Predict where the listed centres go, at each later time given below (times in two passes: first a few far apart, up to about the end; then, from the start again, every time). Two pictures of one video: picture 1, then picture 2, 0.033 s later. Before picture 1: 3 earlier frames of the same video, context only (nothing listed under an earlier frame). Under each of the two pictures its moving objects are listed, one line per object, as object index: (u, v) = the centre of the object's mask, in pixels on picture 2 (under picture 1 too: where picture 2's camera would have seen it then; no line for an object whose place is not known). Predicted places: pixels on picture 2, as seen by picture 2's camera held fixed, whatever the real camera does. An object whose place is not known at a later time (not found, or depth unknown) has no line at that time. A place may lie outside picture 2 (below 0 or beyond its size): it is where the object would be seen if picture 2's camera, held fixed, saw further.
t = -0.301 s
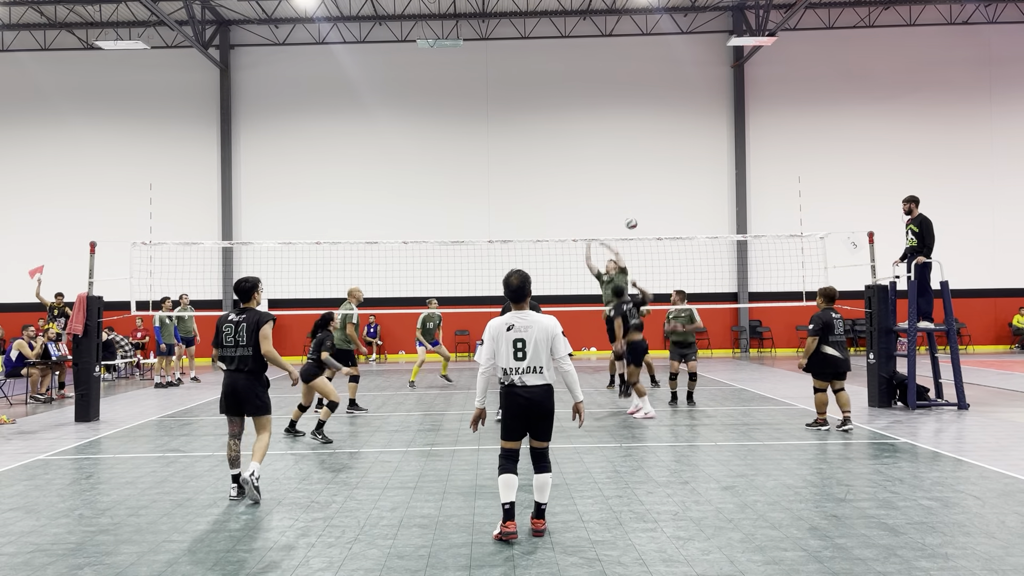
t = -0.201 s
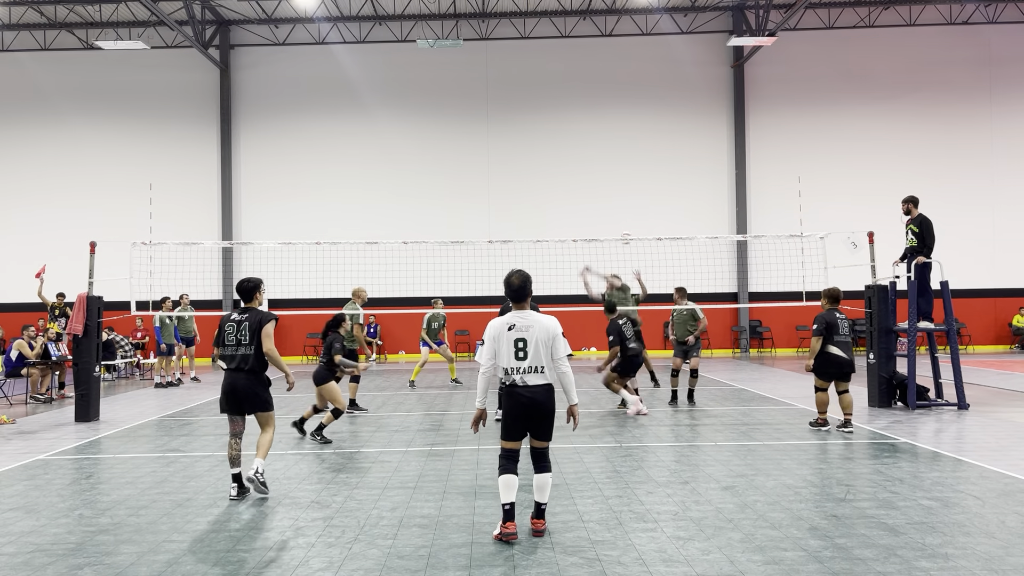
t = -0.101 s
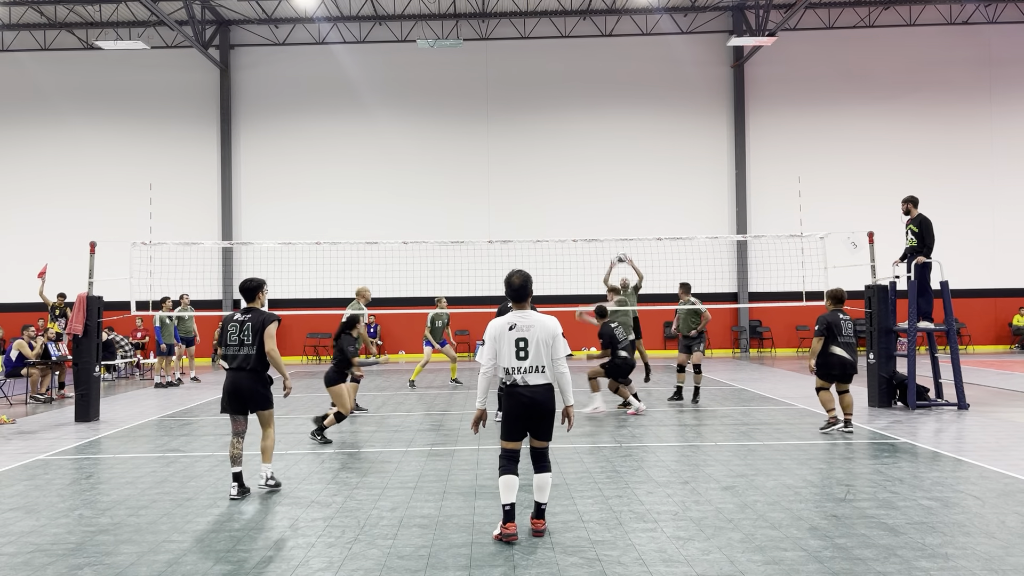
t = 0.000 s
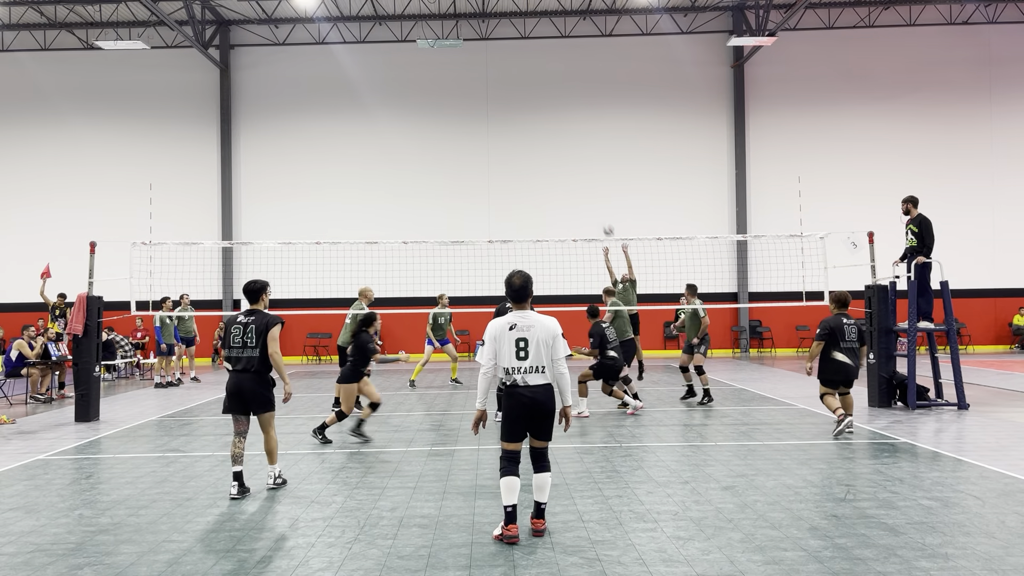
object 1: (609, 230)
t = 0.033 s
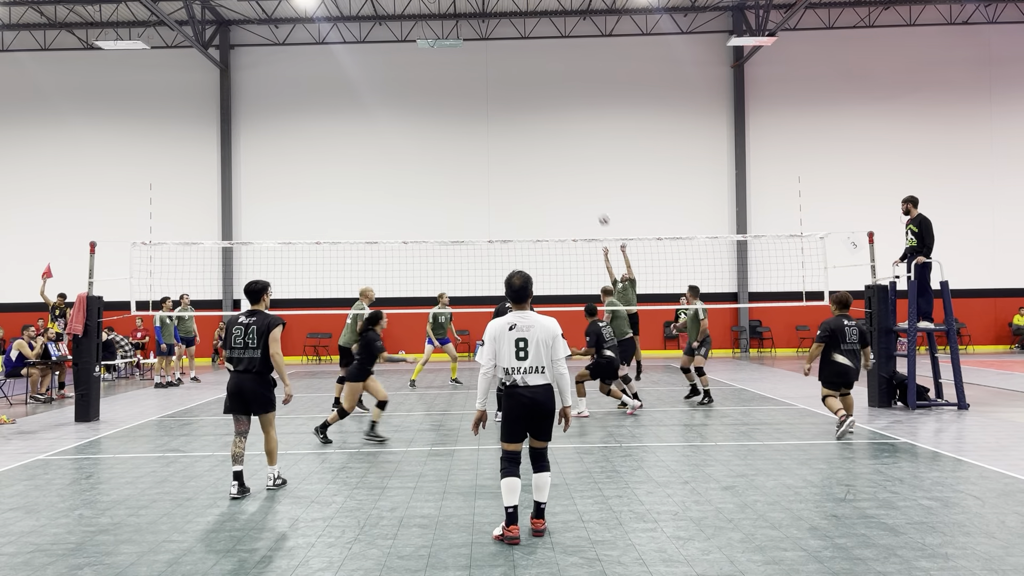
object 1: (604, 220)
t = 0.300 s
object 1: (567, 153)
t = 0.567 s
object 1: (532, 128)
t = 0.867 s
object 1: (494, 148)
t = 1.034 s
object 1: (473, 182)
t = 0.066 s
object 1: (599, 209)
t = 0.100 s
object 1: (595, 199)
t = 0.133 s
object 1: (590, 189)
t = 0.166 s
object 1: (586, 181)
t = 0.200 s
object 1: (582, 173)
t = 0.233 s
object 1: (577, 166)
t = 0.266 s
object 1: (572, 160)
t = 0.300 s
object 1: (567, 153)
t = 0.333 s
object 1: (563, 148)
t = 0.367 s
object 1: (558, 143)
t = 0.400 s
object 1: (554, 139)
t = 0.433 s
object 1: (550, 136)
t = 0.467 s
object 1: (545, 133)
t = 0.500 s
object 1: (541, 131)
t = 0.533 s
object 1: (536, 129)
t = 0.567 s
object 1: (532, 128)
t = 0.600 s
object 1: (528, 128)
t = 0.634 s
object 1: (524, 128)
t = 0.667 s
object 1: (520, 130)
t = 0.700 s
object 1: (515, 131)
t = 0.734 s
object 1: (511, 134)
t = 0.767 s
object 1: (507, 136)
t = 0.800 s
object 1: (502, 140)
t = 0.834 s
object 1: (498, 144)
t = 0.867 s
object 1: (494, 148)
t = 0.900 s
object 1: (490, 154)
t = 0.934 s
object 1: (485, 160)
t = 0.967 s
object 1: (481, 168)
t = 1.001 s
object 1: (477, 175)
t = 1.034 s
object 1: (473, 182)
